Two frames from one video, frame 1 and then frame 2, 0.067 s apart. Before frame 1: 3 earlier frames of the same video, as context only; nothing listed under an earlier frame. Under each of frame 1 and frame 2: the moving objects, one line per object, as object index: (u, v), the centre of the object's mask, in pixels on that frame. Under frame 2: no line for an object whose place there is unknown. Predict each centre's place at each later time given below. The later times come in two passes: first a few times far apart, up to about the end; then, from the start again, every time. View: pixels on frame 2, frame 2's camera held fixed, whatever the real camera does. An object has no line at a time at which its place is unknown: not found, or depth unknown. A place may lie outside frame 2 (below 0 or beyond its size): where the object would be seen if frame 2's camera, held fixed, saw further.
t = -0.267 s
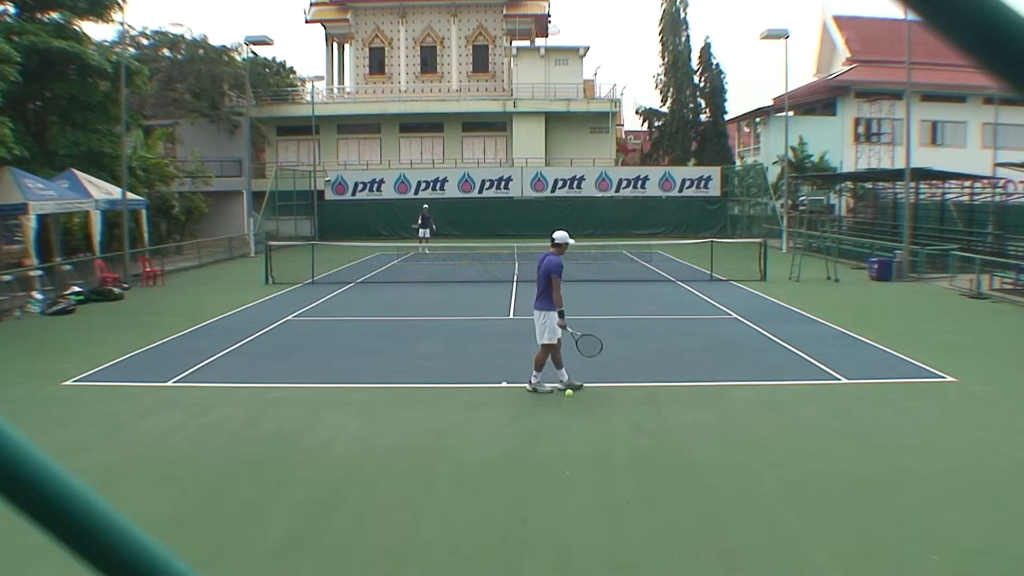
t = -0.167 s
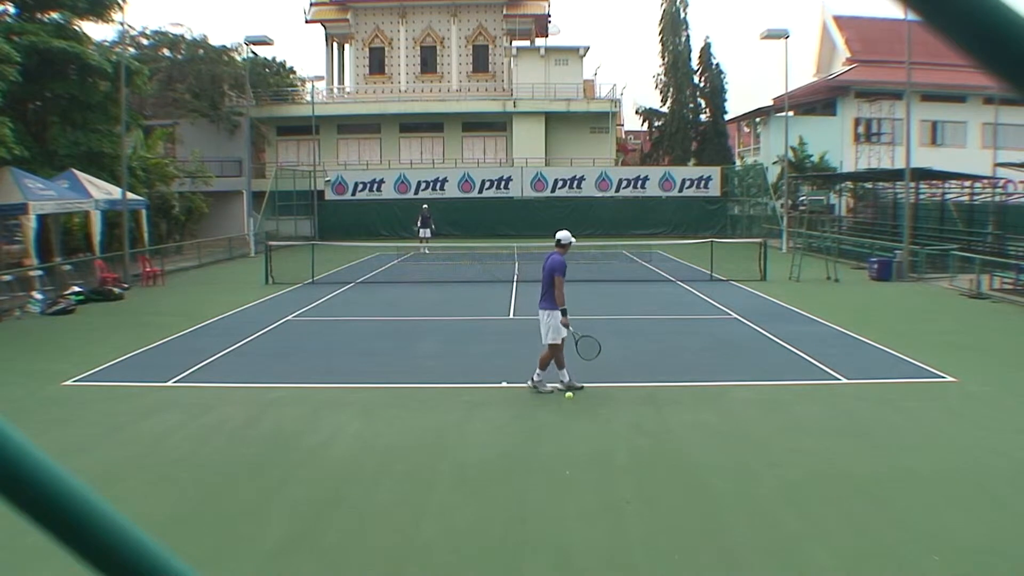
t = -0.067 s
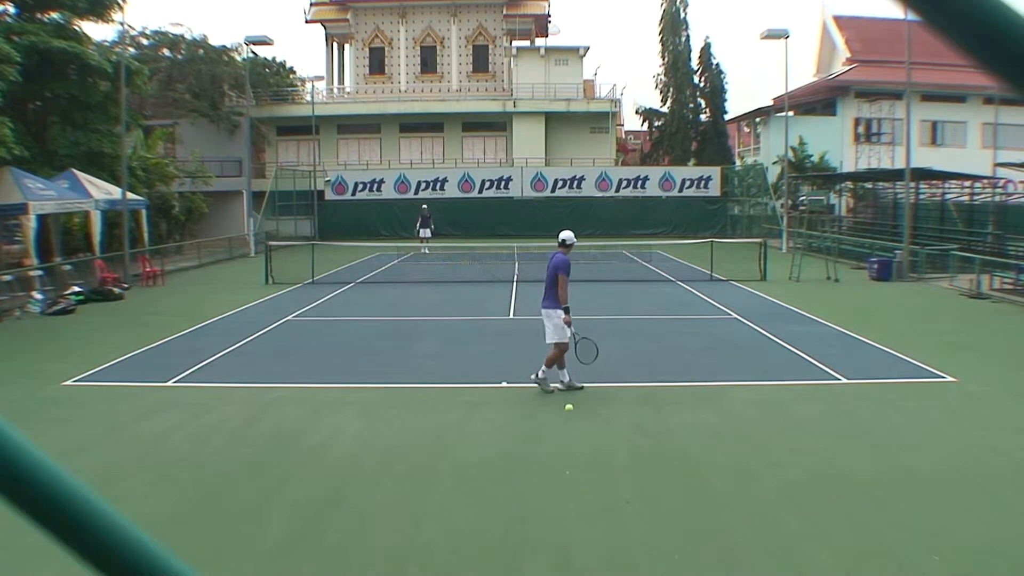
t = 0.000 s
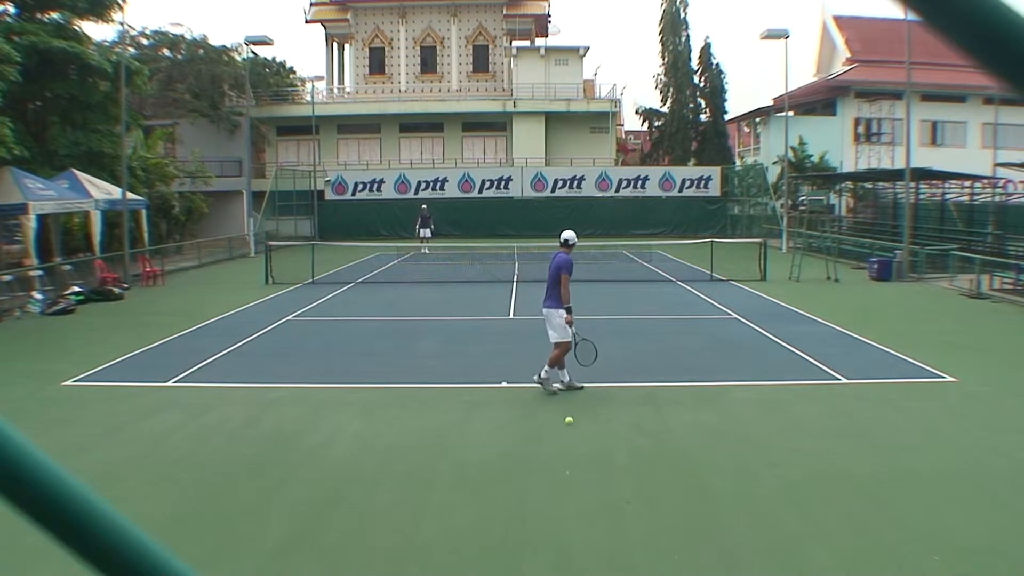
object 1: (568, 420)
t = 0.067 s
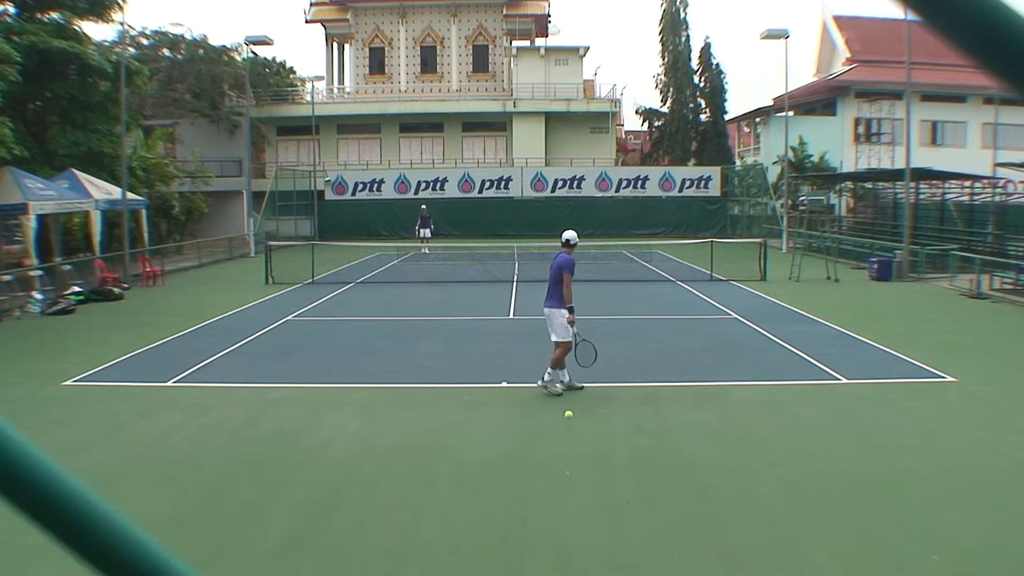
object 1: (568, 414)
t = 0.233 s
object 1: (566, 417)
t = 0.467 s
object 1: (565, 429)
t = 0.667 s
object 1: (564, 448)
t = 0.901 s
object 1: (562, 462)
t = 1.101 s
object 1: (562, 472)
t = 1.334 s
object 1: (563, 484)
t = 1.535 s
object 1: (564, 497)
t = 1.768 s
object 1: (566, 512)
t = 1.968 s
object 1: (568, 524)
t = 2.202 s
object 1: (570, 540)
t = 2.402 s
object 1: (573, 553)
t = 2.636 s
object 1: (575, 569)
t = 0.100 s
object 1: (568, 413)
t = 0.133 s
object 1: (567, 412)
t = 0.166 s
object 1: (567, 413)
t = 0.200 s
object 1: (567, 414)
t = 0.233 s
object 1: (566, 417)
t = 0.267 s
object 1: (566, 422)
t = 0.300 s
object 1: (566, 427)
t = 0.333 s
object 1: (566, 435)
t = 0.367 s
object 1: (566, 433)
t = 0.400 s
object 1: (565, 430)
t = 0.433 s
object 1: (565, 429)
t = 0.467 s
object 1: (565, 429)
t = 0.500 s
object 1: (565, 431)
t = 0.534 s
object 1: (565, 433)
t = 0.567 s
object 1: (564, 436)
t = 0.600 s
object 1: (564, 441)
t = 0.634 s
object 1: (564, 448)
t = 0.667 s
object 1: (564, 448)
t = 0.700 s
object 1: (563, 446)
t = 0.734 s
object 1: (563, 446)
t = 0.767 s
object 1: (563, 447)
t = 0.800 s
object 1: (563, 449)
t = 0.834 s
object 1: (563, 453)
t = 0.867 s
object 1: (563, 458)
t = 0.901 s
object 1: (562, 462)
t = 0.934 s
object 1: (562, 460)
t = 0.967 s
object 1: (562, 460)
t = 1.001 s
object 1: (562, 461)
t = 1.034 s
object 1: (562, 463)
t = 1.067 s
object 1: (562, 467)
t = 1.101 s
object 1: (562, 472)
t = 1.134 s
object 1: (562, 473)
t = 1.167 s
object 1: (562, 472)
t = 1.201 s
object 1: (562, 473)
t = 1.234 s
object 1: (562, 475)
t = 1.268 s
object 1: (563, 480)
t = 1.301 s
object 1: (563, 484)
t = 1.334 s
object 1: (563, 484)
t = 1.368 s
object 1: (563, 485)
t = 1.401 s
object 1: (563, 488)
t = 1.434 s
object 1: (564, 491)
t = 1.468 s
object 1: (564, 492)
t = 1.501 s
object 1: (564, 494)
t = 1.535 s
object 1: (564, 497)
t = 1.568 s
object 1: (565, 499)
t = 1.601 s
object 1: (565, 501)
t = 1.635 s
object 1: (565, 503)
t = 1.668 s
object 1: (565, 505)
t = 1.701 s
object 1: (565, 508)
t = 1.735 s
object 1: (566, 510)
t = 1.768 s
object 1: (566, 512)
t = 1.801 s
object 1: (567, 514)
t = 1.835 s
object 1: (567, 516)
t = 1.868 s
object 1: (567, 518)
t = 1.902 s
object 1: (567, 520)
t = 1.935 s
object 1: (568, 522)
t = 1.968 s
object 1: (568, 524)
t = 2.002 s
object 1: (568, 527)
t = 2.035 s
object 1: (568, 529)
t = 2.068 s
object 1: (569, 531)
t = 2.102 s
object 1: (569, 533)
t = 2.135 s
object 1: (570, 535)
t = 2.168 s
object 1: (570, 537)
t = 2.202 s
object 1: (570, 540)
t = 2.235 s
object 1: (571, 542)
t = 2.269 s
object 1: (571, 544)
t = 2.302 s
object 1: (571, 546)
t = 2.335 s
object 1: (572, 549)
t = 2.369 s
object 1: (572, 551)
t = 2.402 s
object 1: (573, 553)
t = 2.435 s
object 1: (573, 555)
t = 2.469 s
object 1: (573, 557)
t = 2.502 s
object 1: (574, 560)
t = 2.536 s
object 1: (574, 562)
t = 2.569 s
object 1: (575, 564)
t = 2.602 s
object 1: (575, 567)
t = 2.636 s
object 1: (575, 569)
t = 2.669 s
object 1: (576, 570)
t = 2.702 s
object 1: (576, 571)
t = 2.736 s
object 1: (577, 572)
